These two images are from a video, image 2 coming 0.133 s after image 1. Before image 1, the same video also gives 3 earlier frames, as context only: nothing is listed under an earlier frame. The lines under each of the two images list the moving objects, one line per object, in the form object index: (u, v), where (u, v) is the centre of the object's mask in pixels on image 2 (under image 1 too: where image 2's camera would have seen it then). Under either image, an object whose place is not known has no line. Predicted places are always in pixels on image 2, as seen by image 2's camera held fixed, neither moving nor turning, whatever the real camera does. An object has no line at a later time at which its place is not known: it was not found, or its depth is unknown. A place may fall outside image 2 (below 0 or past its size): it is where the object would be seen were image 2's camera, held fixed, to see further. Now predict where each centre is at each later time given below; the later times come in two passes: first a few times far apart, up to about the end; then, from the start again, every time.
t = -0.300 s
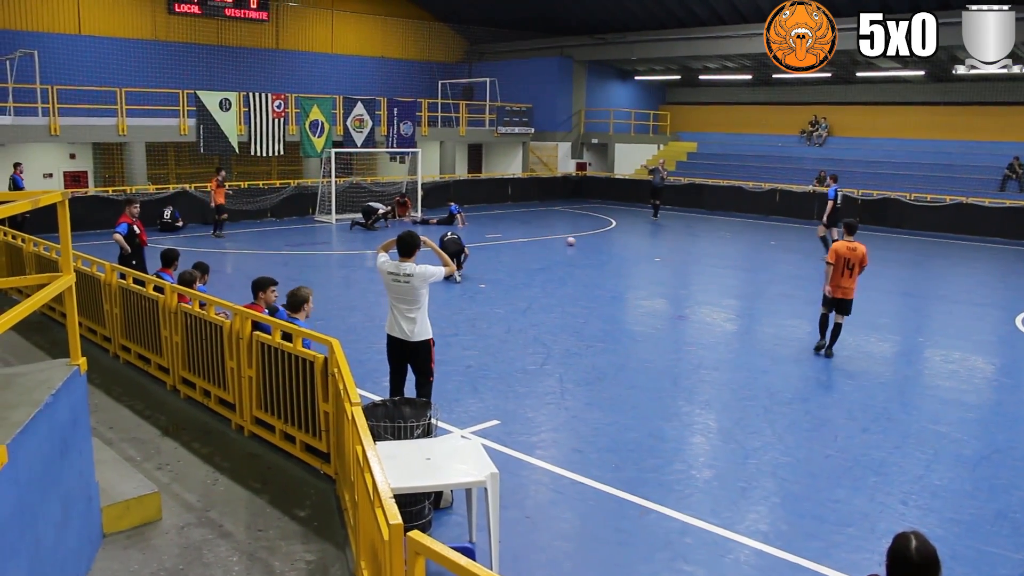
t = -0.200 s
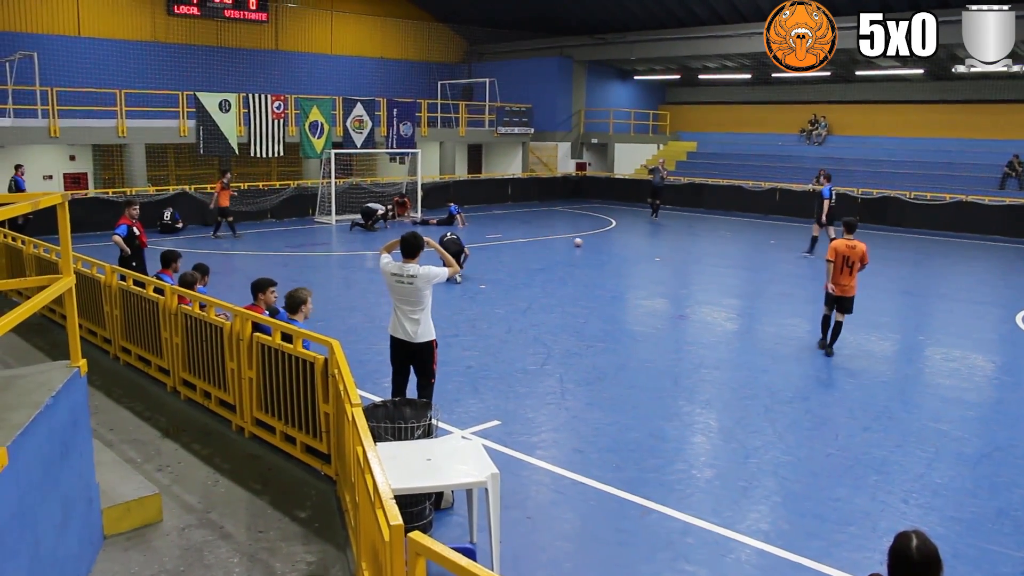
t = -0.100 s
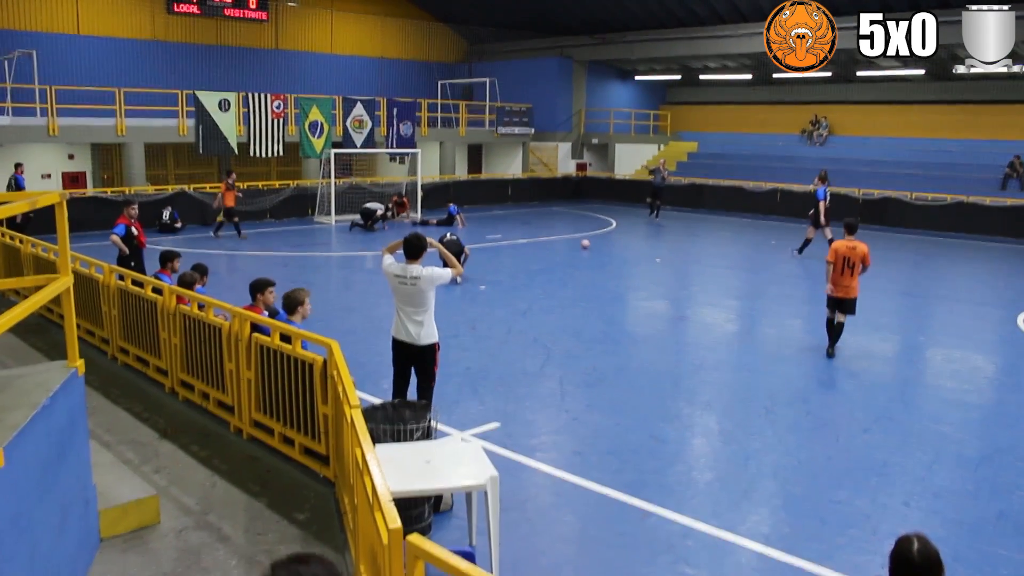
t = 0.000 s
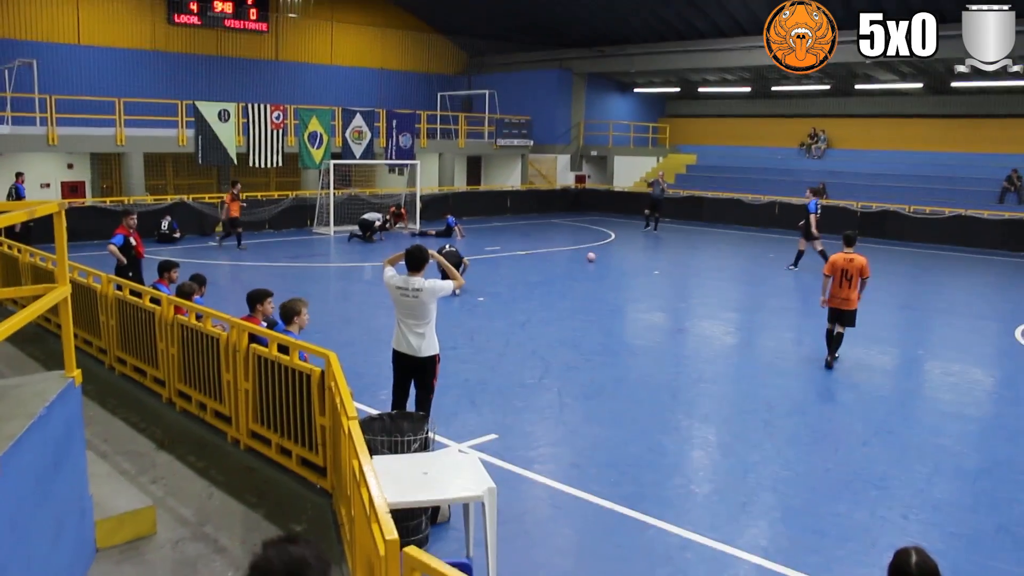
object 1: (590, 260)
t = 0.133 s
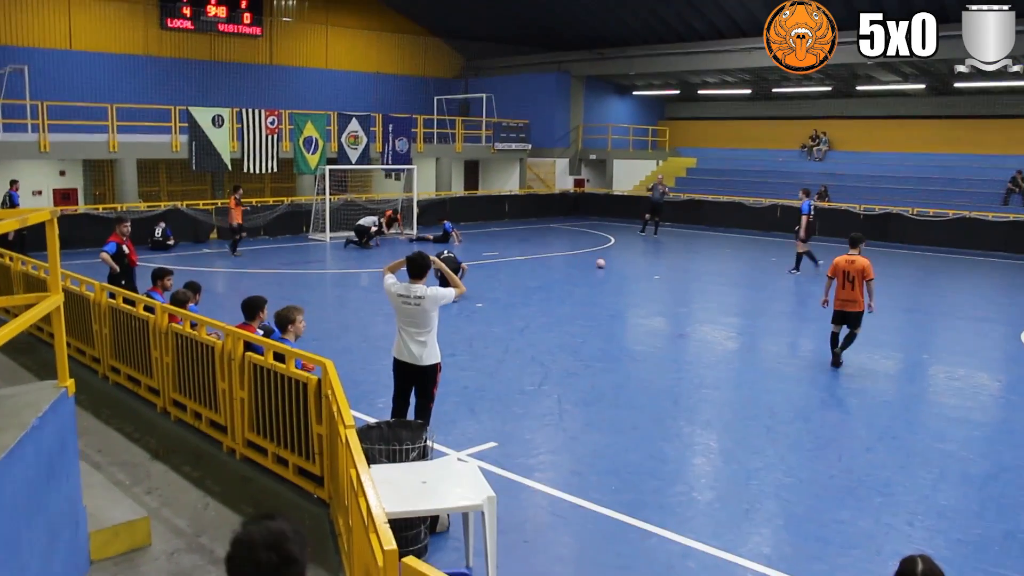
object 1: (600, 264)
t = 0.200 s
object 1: (605, 265)
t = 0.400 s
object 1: (621, 268)
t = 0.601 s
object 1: (636, 272)
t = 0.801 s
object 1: (651, 275)
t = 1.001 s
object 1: (668, 278)
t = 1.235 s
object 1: (687, 280)
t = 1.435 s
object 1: (704, 283)
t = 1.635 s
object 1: (725, 287)
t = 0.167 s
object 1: (603, 265)
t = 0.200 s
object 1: (605, 265)
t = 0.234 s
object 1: (608, 265)
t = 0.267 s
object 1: (610, 266)
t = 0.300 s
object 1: (613, 266)
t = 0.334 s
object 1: (615, 267)
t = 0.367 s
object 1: (617, 268)
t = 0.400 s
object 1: (621, 268)
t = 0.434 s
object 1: (623, 268)
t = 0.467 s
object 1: (625, 269)
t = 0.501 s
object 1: (628, 270)
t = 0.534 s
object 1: (631, 271)
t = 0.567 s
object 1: (634, 271)
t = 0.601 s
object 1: (636, 272)
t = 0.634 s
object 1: (638, 273)
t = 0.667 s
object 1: (641, 273)
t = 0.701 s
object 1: (643, 274)
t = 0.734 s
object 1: (646, 274)
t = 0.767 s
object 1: (649, 275)
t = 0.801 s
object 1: (651, 275)
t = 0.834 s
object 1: (654, 276)
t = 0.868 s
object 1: (657, 277)
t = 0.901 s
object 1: (659, 277)
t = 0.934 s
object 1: (662, 277)
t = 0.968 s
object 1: (665, 277)
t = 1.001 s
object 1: (668, 278)
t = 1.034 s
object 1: (671, 278)
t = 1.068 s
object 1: (674, 279)
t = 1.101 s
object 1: (676, 279)
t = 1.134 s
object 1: (679, 280)
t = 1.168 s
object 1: (682, 280)
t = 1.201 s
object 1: (684, 280)
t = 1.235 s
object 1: (687, 280)
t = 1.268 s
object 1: (690, 280)
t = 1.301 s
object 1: (693, 281)
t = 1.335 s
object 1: (695, 282)
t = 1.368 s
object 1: (698, 282)
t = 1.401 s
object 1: (701, 282)
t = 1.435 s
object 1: (704, 283)
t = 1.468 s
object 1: (707, 284)
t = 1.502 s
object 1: (711, 277)
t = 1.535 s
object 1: (716, 286)
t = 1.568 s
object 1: (719, 286)
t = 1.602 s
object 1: (722, 287)
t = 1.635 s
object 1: (725, 287)
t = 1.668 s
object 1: (729, 281)
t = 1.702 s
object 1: (734, 286)
